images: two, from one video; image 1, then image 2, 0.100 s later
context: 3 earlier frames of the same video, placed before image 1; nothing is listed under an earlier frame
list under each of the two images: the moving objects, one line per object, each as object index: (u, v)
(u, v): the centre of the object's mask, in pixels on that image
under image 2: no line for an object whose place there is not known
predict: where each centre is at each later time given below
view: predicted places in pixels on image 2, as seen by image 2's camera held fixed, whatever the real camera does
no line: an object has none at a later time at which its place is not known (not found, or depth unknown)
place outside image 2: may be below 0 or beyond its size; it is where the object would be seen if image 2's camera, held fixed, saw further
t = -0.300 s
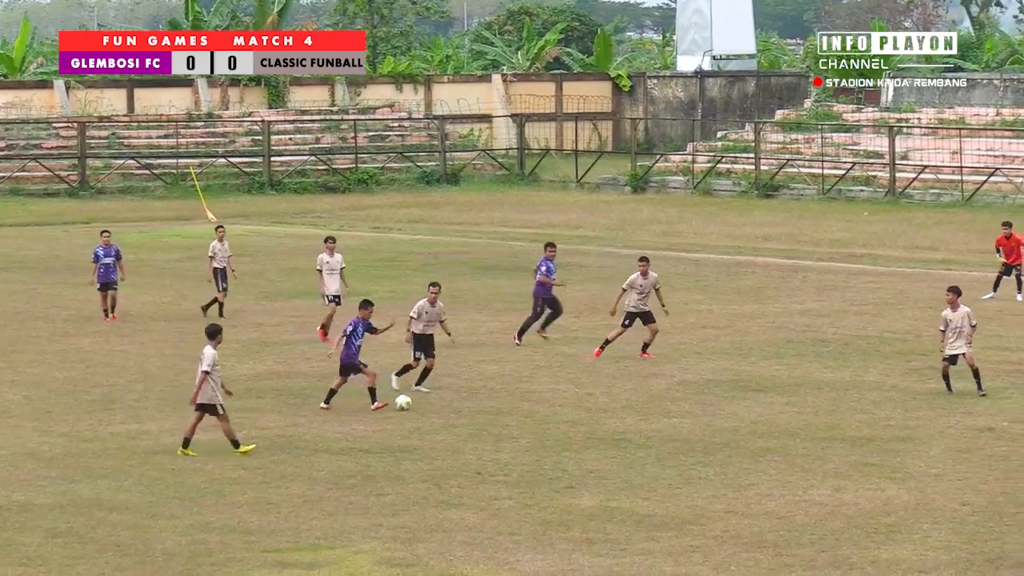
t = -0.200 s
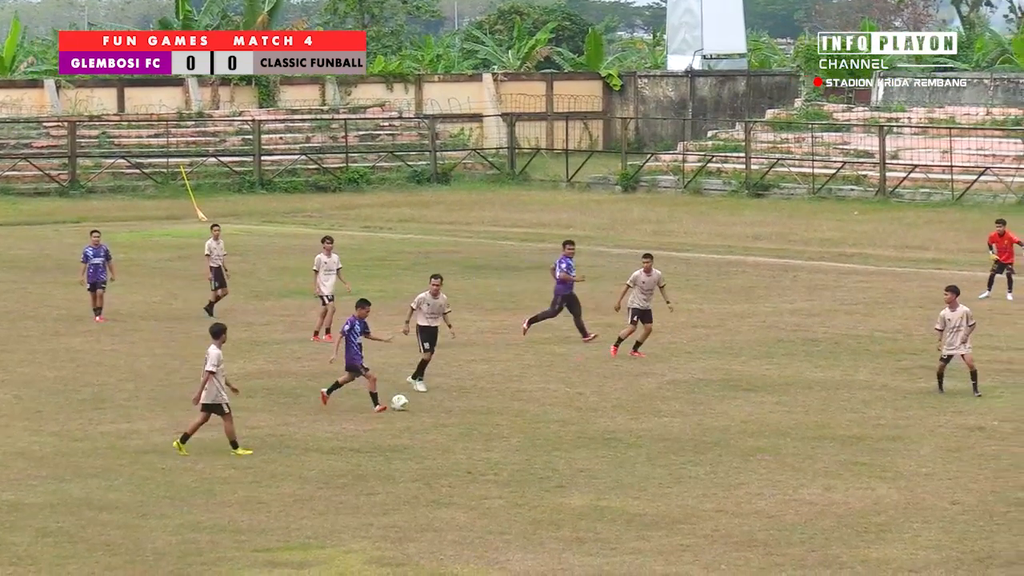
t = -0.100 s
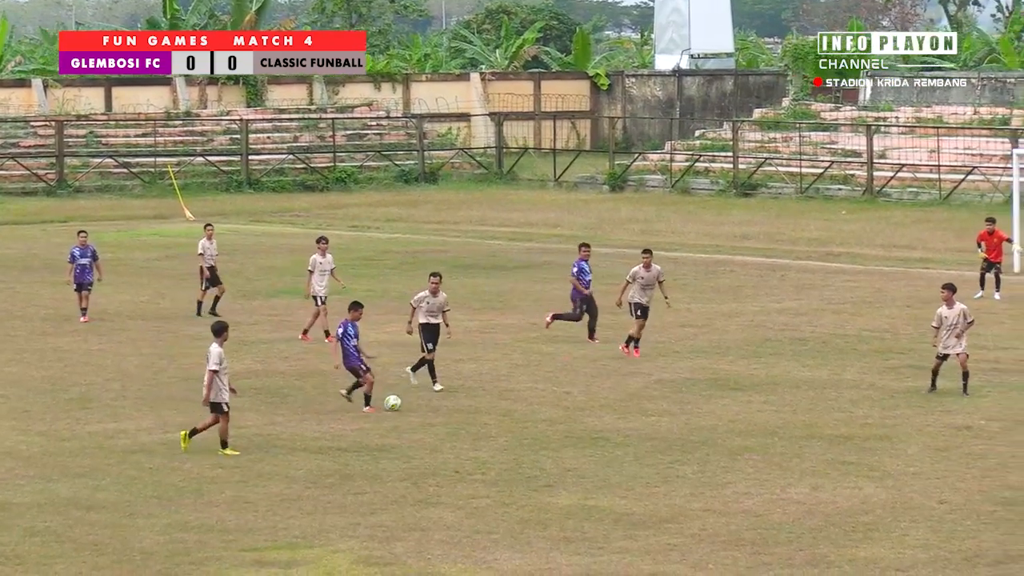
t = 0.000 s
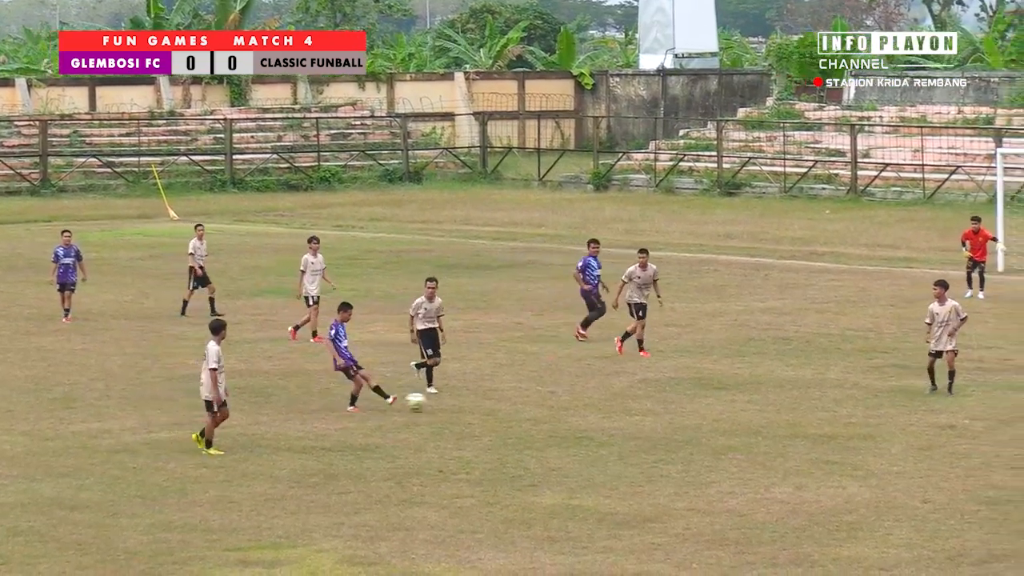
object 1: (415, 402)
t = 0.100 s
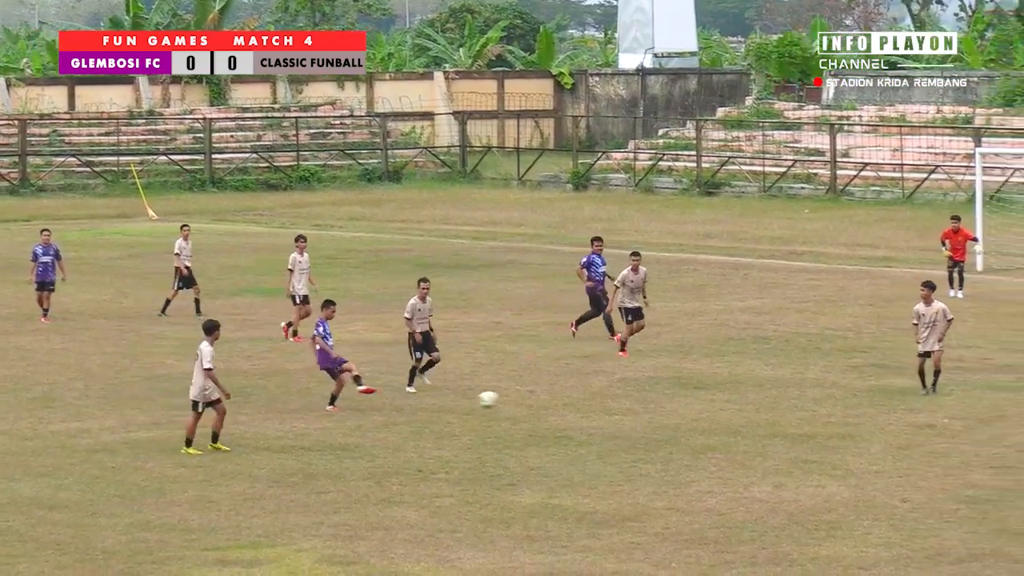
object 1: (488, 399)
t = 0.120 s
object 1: (506, 399)
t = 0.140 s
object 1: (524, 400)
